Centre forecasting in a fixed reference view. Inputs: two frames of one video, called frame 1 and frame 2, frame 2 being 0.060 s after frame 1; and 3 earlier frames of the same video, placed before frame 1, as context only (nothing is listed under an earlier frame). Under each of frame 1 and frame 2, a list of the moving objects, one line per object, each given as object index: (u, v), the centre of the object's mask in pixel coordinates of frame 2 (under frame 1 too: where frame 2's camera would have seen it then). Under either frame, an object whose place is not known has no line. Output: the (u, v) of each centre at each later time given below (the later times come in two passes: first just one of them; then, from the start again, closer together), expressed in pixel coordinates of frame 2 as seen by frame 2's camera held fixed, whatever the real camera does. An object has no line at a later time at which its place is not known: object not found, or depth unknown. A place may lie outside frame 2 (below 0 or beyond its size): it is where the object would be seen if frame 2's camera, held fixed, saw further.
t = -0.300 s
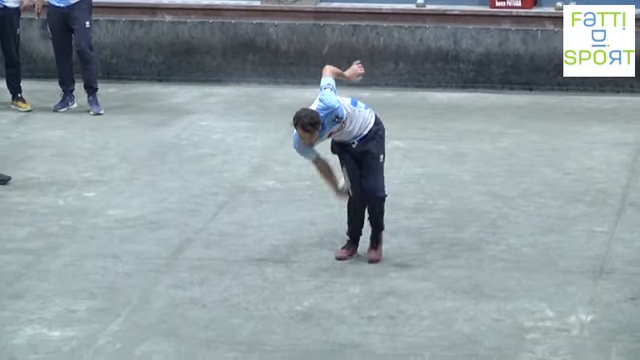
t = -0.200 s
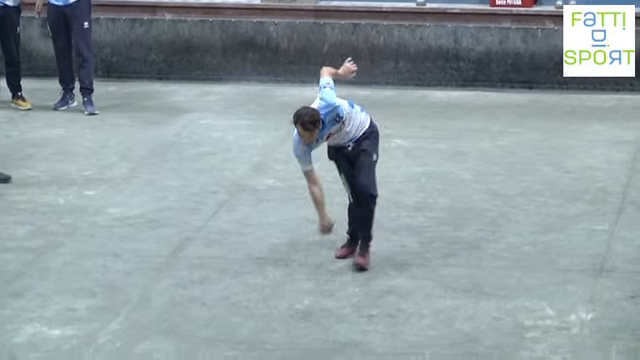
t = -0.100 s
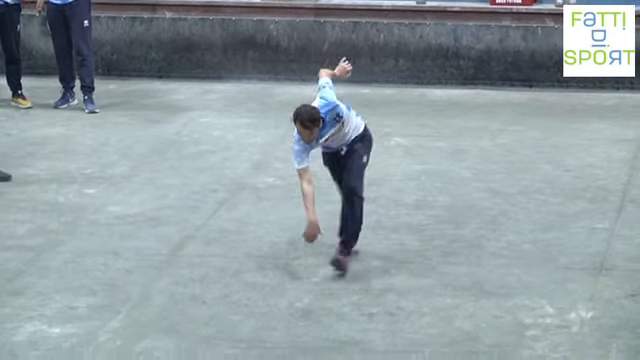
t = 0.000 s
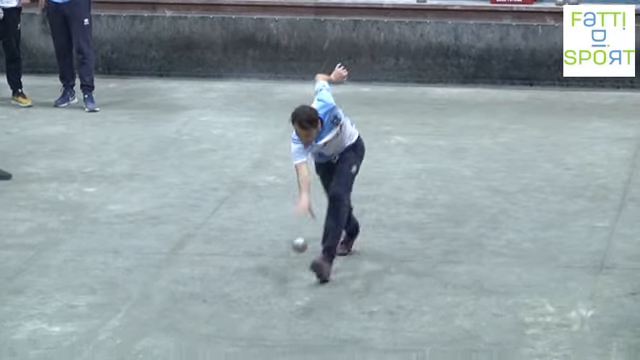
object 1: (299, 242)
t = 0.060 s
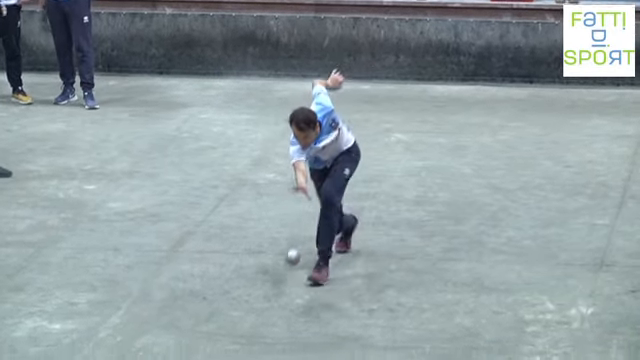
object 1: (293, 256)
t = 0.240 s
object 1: (270, 336)
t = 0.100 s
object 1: (288, 269)
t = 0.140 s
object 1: (283, 285)
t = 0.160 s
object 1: (281, 294)
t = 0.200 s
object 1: (276, 314)
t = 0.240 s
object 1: (270, 336)
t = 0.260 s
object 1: (267, 340)
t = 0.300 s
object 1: (263, 347)
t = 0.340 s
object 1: (258, 353)
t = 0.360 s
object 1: (256, 356)
